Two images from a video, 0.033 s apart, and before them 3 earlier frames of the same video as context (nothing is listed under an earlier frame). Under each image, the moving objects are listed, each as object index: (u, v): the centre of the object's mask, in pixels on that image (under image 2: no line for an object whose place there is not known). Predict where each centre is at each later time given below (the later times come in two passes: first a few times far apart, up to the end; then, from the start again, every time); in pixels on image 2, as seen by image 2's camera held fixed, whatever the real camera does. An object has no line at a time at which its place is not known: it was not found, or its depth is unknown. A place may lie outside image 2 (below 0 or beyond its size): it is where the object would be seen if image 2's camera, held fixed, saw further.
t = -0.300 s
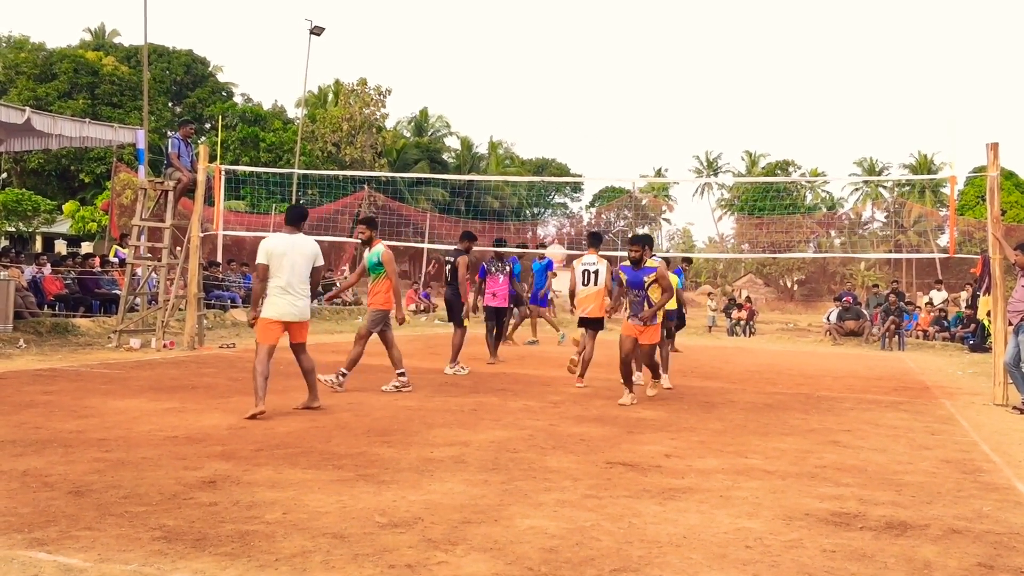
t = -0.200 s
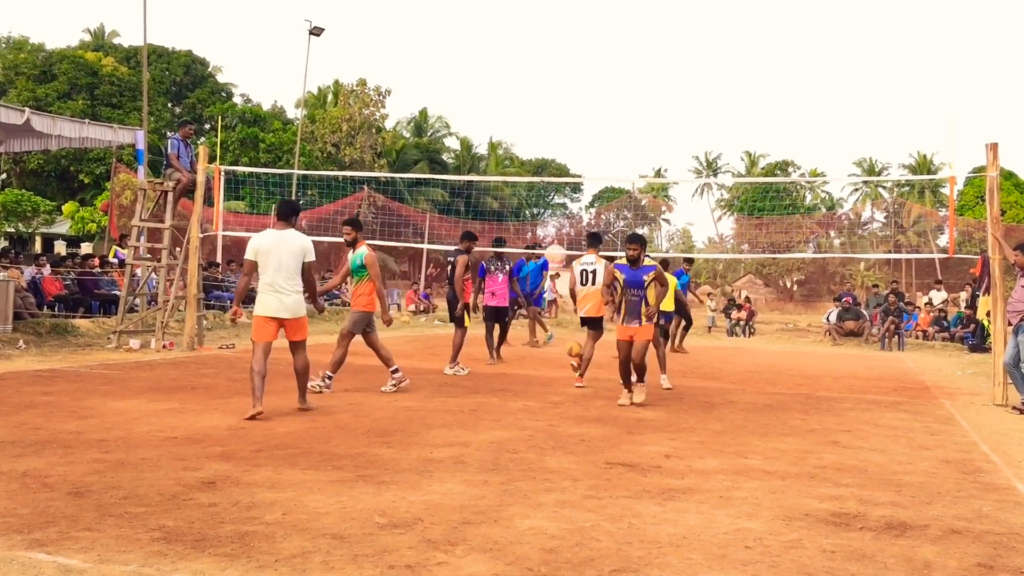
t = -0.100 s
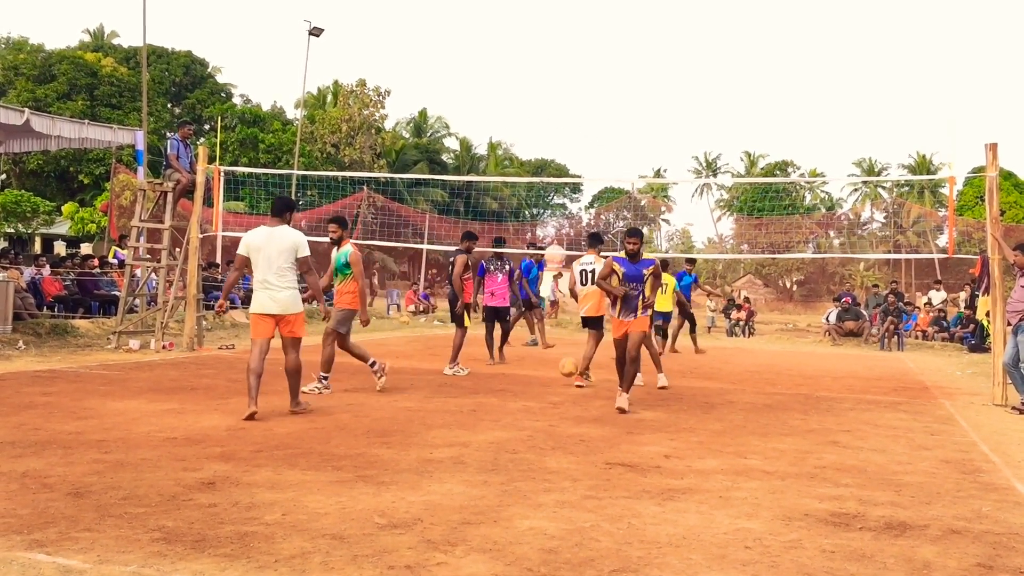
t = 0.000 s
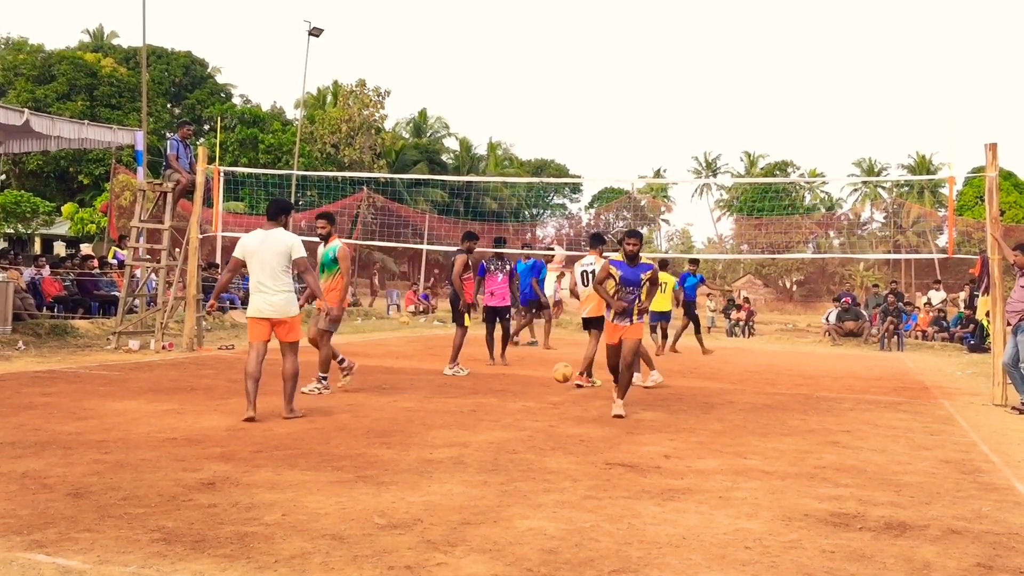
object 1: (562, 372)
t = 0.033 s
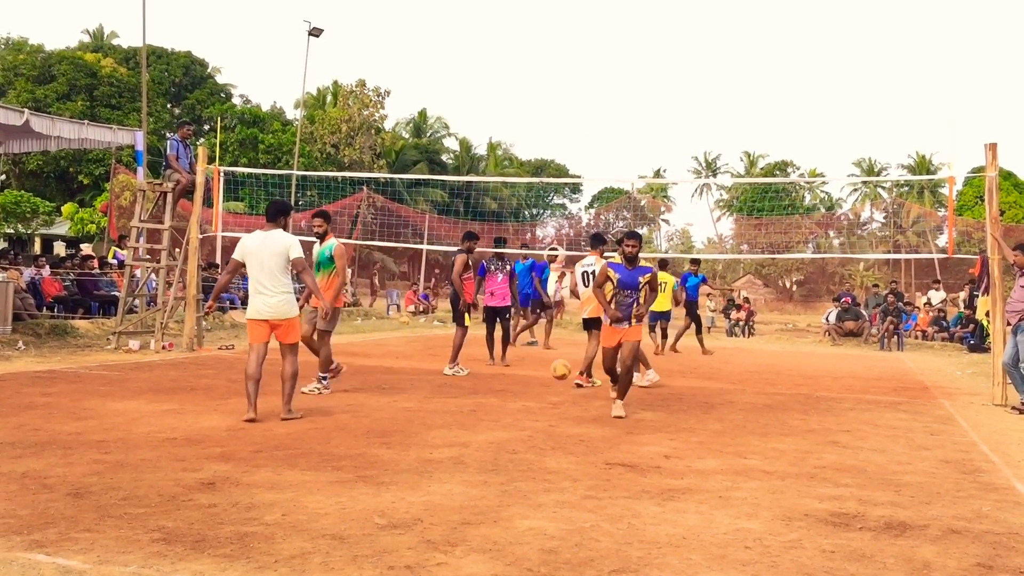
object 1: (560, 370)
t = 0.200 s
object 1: (550, 367)
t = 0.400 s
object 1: (534, 397)
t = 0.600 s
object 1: (518, 386)
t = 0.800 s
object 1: (500, 421)
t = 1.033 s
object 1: (467, 411)
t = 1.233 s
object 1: (430, 456)
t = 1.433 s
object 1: (378, 465)
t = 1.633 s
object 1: (307, 509)
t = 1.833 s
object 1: (204, 562)
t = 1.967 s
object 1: (105, 570)
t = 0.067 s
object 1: (558, 367)
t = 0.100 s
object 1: (557, 364)
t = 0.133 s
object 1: (555, 364)
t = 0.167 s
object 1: (552, 365)
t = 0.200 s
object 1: (550, 367)
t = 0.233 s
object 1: (548, 369)
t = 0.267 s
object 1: (545, 374)
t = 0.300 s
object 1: (542, 380)
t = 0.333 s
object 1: (539, 387)
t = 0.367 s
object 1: (537, 396)
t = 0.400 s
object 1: (534, 397)
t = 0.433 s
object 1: (531, 392)
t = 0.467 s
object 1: (529, 389)
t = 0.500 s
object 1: (527, 385)
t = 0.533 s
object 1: (524, 383)
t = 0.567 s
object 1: (521, 384)
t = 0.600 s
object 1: (518, 386)
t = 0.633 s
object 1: (515, 388)
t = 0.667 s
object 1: (512, 392)
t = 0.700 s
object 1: (508, 399)
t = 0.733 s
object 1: (505, 407)
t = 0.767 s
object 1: (503, 411)
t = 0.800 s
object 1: (500, 421)
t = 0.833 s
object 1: (496, 420)
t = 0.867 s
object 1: (491, 415)
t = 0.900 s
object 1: (487, 411)
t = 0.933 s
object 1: (483, 408)
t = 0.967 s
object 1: (477, 406)
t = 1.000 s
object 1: (473, 408)
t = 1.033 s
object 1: (467, 411)
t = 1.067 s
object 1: (462, 415)
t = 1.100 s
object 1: (456, 421)
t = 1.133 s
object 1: (450, 429)
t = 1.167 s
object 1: (443, 441)
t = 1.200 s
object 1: (437, 455)
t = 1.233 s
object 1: (430, 456)
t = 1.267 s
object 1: (422, 452)
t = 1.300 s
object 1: (415, 450)
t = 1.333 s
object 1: (406, 451)
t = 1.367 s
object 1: (398, 454)
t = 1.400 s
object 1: (388, 458)
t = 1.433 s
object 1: (378, 465)
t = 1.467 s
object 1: (368, 476)
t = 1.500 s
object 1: (356, 491)
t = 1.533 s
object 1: (346, 504)
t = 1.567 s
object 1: (334, 502)
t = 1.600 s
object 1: (320, 503)
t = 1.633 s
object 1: (307, 509)
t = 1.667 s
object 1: (292, 517)
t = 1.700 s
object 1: (277, 529)
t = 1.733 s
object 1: (261, 543)
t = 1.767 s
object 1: (243, 548)
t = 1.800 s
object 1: (224, 554)
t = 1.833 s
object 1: (204, 562)
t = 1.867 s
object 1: (183, 563)
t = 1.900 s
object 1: (159, 563)
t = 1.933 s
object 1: (133, 566)
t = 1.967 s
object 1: (105, 570)
